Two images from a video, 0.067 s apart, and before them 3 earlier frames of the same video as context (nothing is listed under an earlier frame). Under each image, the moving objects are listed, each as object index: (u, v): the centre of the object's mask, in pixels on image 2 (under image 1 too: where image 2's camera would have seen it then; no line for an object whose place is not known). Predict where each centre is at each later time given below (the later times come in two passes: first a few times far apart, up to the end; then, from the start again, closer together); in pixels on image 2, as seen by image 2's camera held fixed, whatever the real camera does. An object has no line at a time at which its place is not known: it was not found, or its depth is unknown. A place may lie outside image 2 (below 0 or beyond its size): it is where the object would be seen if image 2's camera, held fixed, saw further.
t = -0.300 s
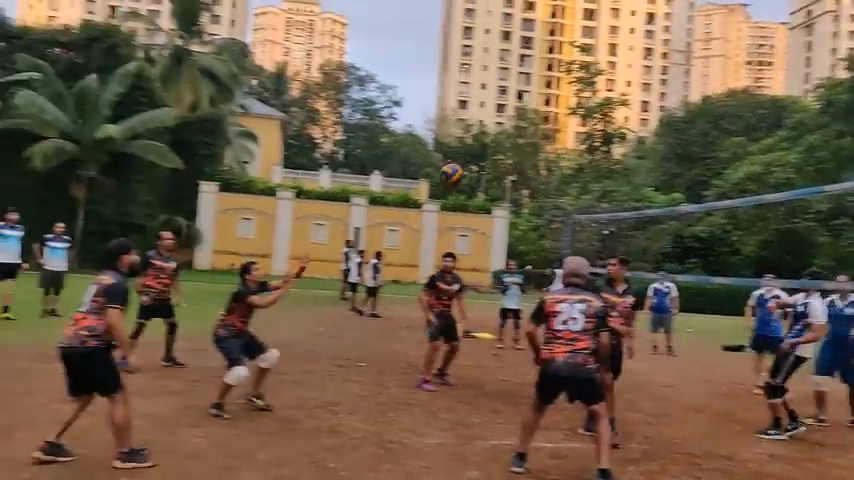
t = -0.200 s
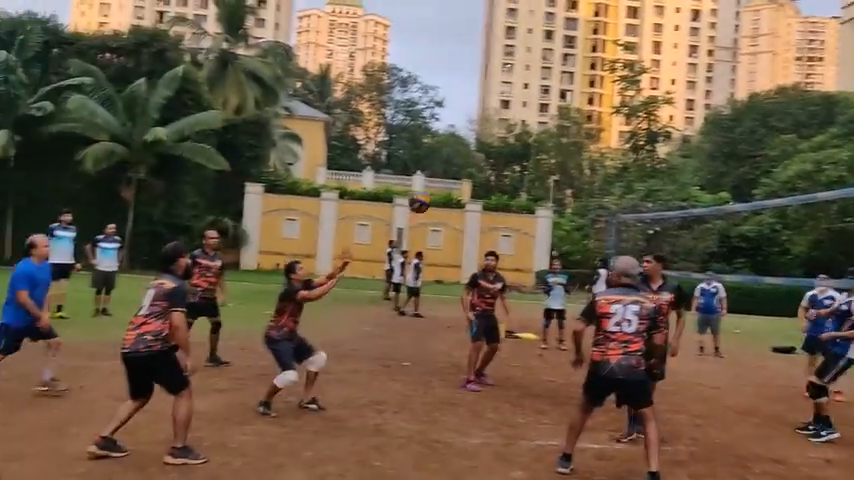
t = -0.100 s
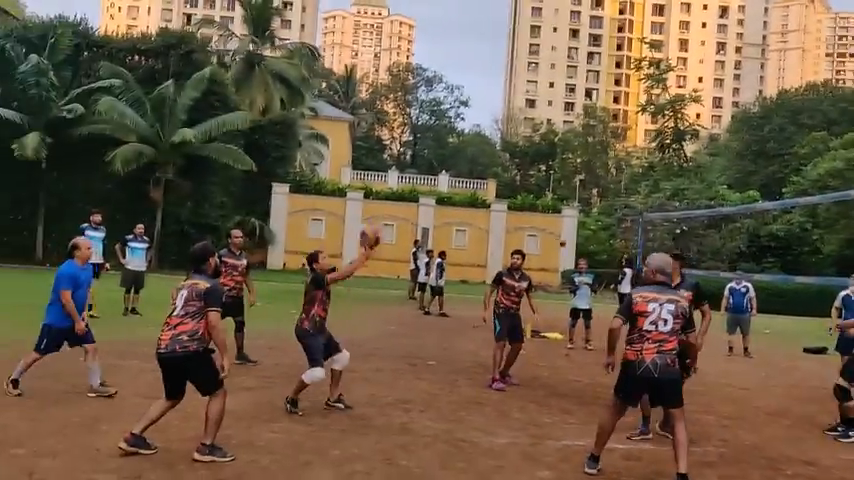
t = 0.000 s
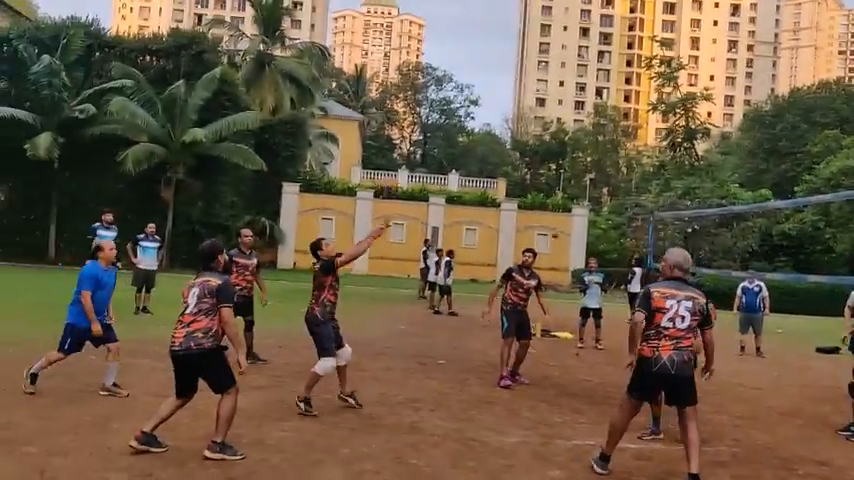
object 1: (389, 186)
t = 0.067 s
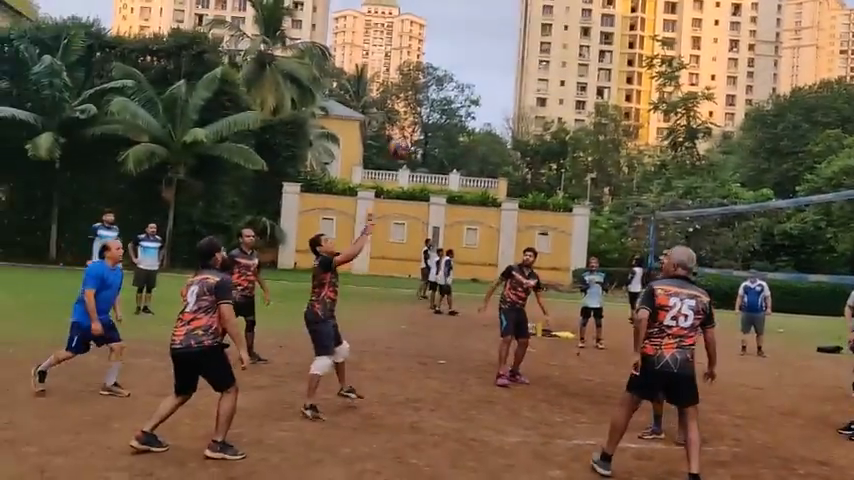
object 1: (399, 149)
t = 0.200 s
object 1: (418, 86)
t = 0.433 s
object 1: (453, 21)
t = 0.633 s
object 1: (480, 7)
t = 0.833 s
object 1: (506, 38)
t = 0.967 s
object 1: (521, 83)
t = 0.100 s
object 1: (404, 133)
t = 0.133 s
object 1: (409, 117)
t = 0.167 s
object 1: (413, 101)
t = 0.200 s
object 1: (418, 86)
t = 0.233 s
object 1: (422, 74)
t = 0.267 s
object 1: (429, 63)
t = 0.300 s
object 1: (434, 52)
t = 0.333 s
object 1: (439, 43)
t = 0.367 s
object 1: (443, 35)
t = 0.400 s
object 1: (448, 27)
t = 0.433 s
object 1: (453, 21)
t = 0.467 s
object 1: (458, 16)
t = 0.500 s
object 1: (462, 12)
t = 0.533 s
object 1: (467, 9)
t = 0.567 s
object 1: (471, 7)
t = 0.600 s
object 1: (475, 7)
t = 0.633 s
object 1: (480, 7)
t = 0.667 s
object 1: (484, 9)
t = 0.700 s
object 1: (489, 13)
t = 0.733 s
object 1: (493, 17)
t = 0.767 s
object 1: (497, 23)
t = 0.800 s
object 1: (502, 29)
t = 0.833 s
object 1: (506, 38)
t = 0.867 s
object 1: (510, 47)
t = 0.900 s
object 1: (513, 58)
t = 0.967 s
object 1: (521, 83)
